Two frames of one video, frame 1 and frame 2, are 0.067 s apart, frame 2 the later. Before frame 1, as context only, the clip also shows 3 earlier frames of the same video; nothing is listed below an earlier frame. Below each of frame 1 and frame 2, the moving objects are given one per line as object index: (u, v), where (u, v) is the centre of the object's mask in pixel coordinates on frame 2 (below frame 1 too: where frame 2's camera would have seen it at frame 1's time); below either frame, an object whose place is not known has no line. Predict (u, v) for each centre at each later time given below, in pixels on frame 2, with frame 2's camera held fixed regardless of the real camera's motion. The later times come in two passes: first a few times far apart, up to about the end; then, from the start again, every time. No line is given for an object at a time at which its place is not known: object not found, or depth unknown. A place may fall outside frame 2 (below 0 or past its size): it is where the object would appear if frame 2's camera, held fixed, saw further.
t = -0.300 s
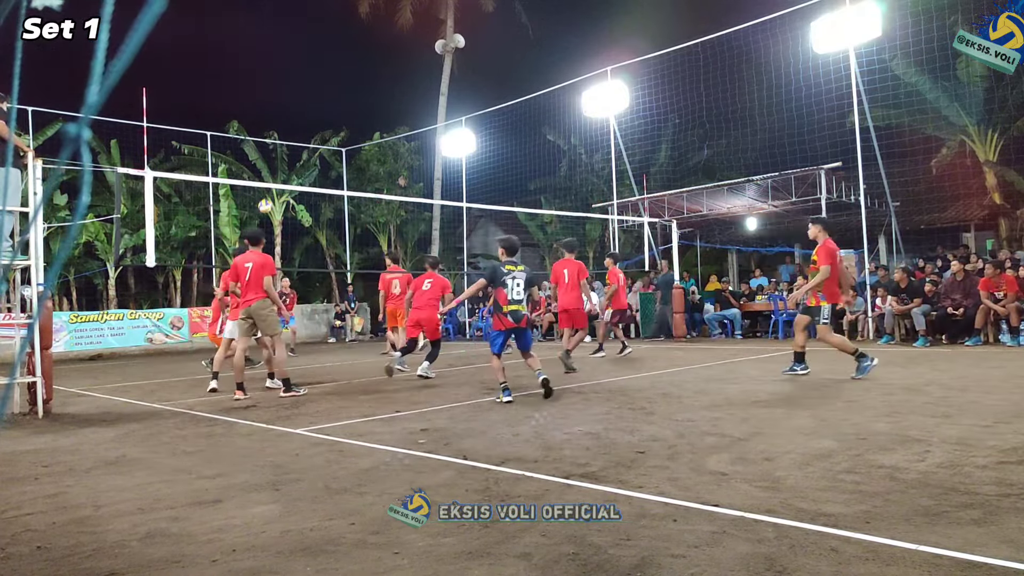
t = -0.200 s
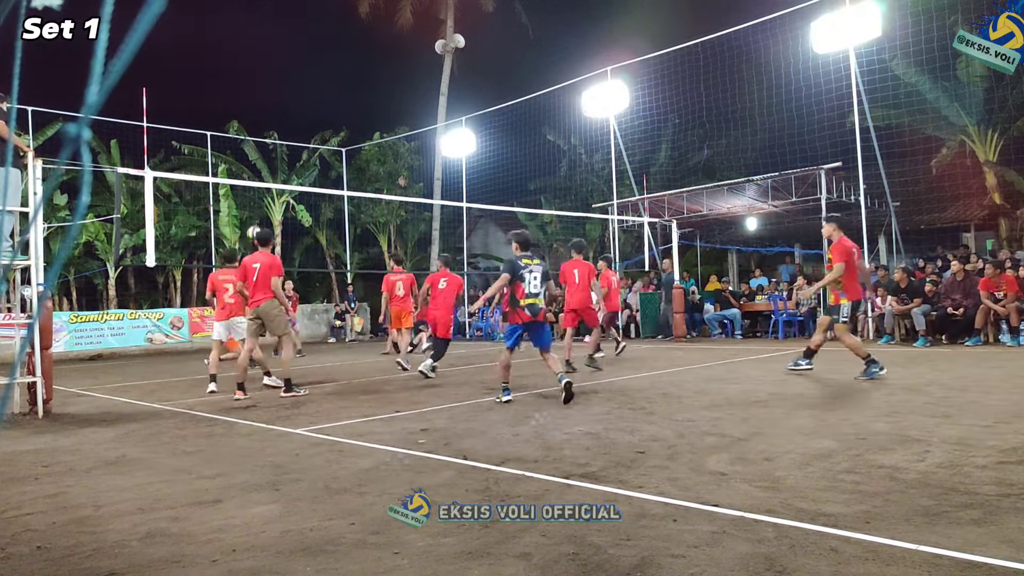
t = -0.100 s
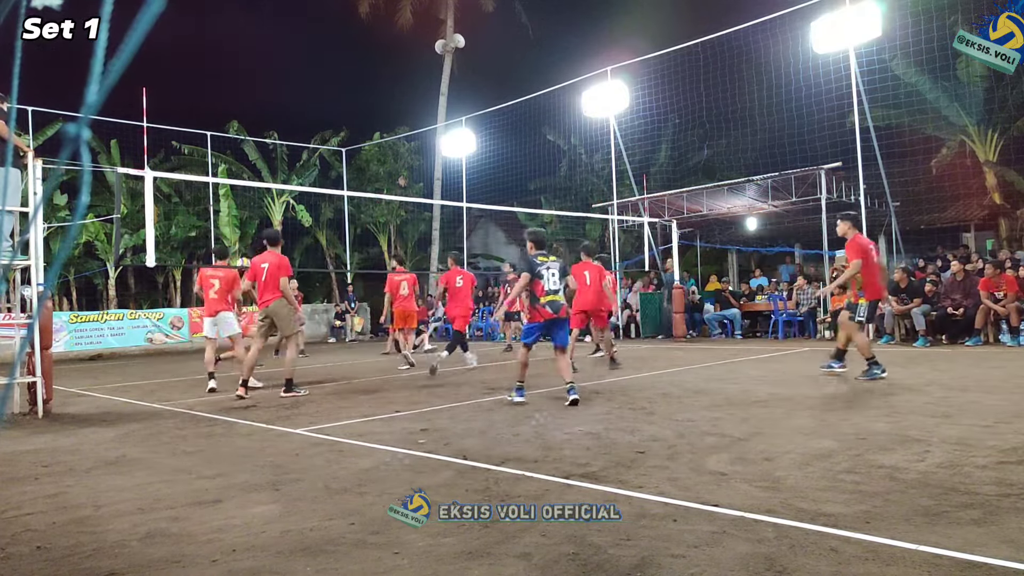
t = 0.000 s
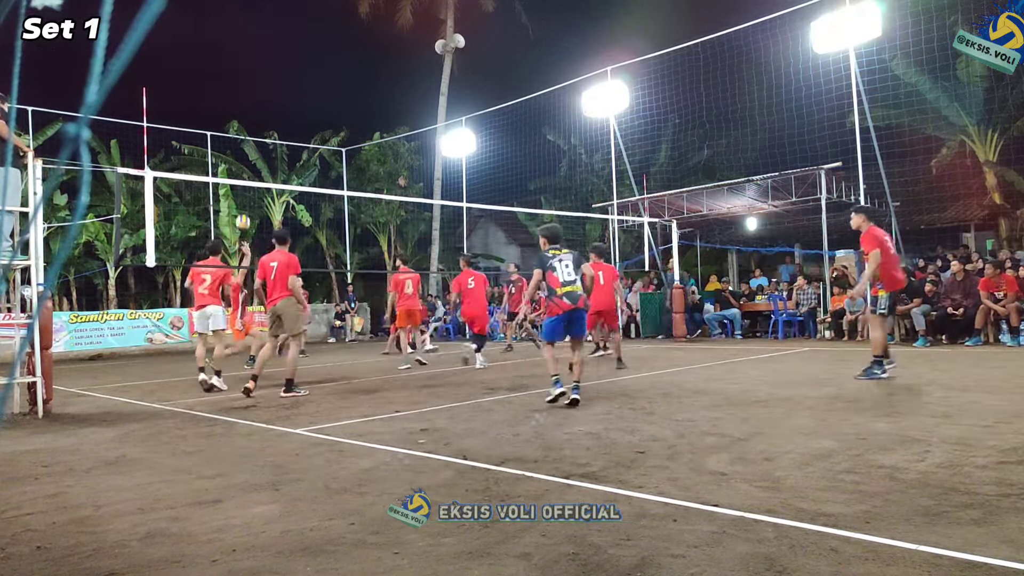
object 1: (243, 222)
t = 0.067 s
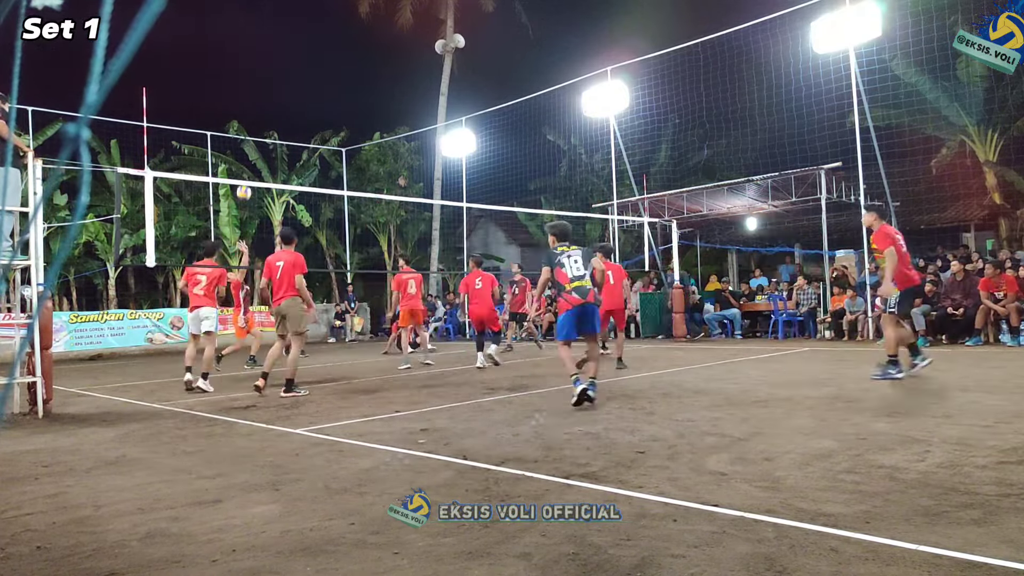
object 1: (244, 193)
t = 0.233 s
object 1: (247, 129)
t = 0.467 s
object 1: (253, 66)
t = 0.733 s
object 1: (263, 35)
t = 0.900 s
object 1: (270, 38)
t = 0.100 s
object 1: (244, 176)
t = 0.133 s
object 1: (245, 165)
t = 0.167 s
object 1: (245, 152)
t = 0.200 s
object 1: (246, 140)
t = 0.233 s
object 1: (247, 129)
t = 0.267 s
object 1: (247, 118)
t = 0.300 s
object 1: (248, 108)
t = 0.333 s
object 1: (249, 98)
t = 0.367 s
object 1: (250, 90)
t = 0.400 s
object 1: (251, 81)
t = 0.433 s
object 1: (252, 73)
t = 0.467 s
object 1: (253, 66)
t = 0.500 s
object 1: (254, 60)
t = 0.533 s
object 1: (255, 54)
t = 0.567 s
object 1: (256, 50)
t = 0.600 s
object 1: (257, 45)
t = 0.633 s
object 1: (259, 42)
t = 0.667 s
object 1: (260, 39)
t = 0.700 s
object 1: (261, 36)
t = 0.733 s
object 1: (263, 35)
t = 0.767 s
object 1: (264, 34)
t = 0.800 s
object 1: (266, 34)
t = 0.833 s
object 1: (267, 35)
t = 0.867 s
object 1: (269, 36)
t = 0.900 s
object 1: (270, 38)
